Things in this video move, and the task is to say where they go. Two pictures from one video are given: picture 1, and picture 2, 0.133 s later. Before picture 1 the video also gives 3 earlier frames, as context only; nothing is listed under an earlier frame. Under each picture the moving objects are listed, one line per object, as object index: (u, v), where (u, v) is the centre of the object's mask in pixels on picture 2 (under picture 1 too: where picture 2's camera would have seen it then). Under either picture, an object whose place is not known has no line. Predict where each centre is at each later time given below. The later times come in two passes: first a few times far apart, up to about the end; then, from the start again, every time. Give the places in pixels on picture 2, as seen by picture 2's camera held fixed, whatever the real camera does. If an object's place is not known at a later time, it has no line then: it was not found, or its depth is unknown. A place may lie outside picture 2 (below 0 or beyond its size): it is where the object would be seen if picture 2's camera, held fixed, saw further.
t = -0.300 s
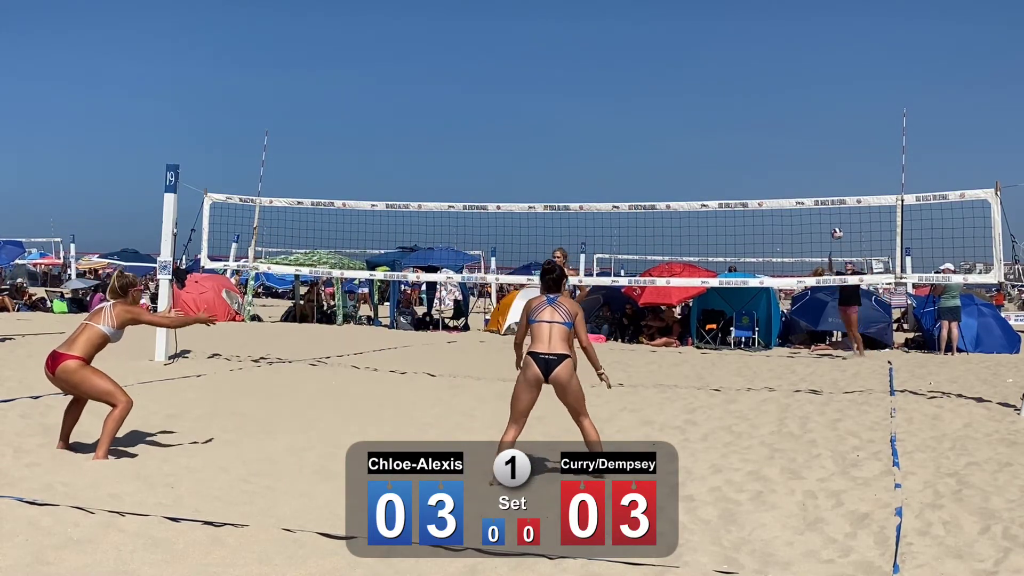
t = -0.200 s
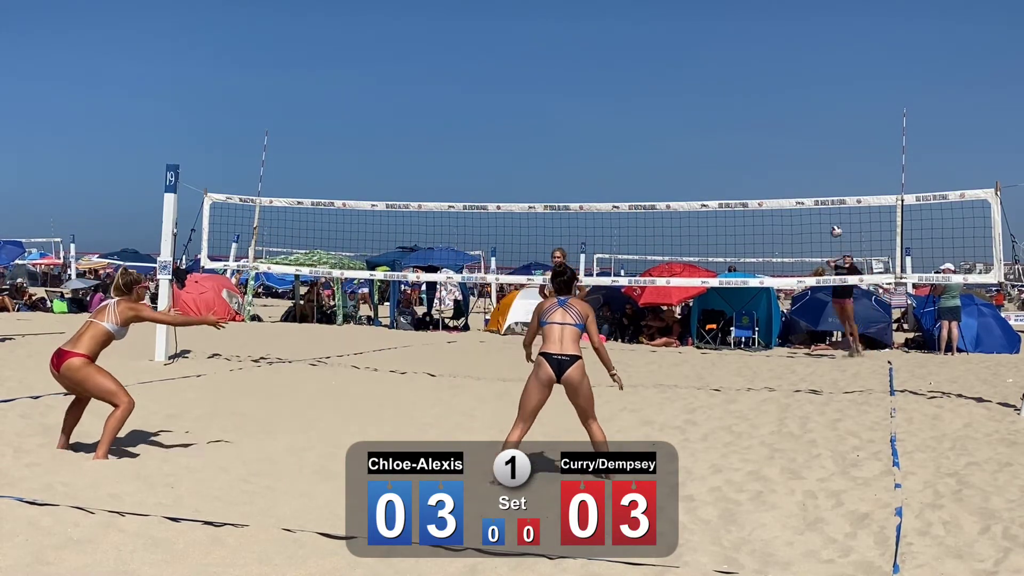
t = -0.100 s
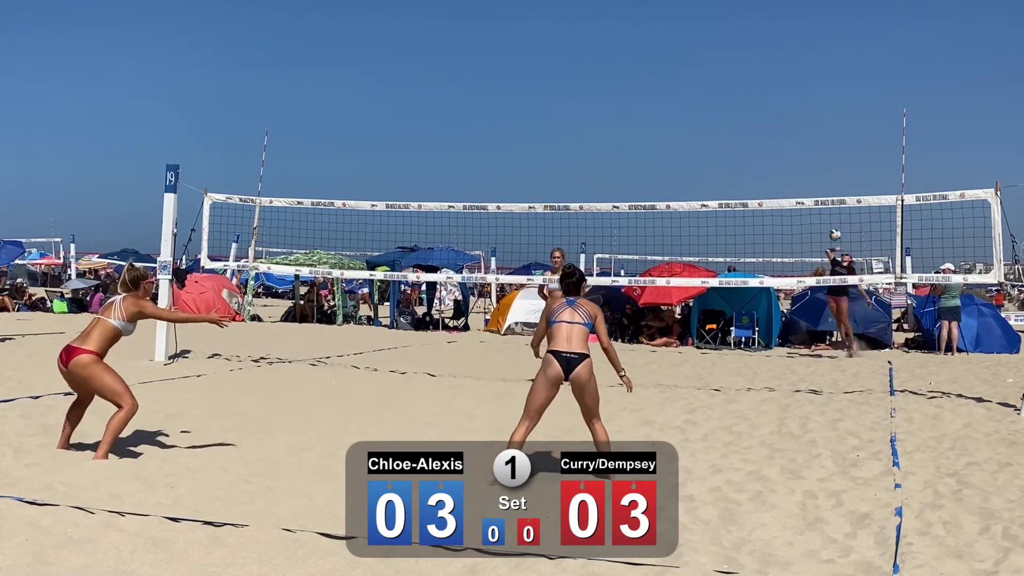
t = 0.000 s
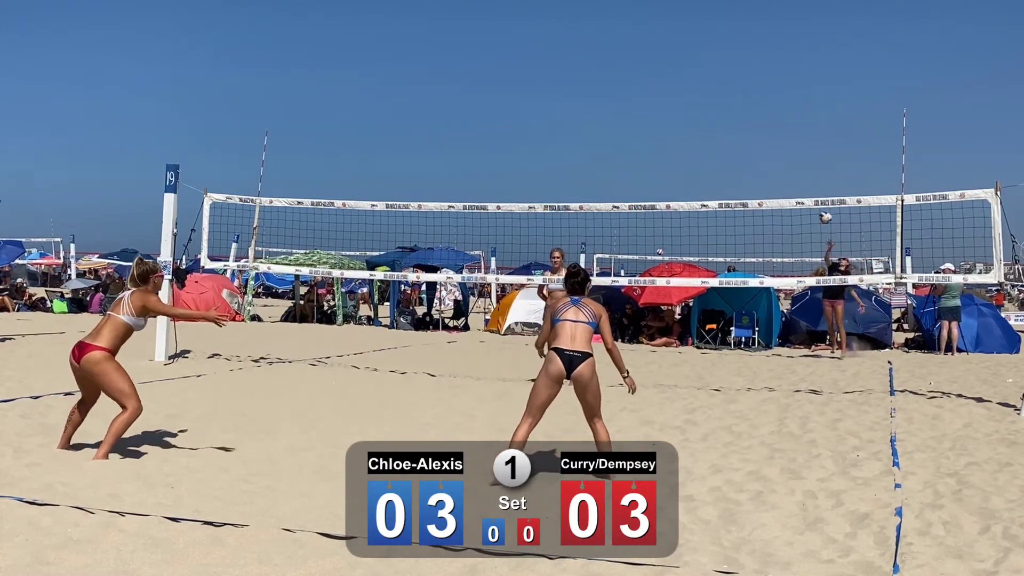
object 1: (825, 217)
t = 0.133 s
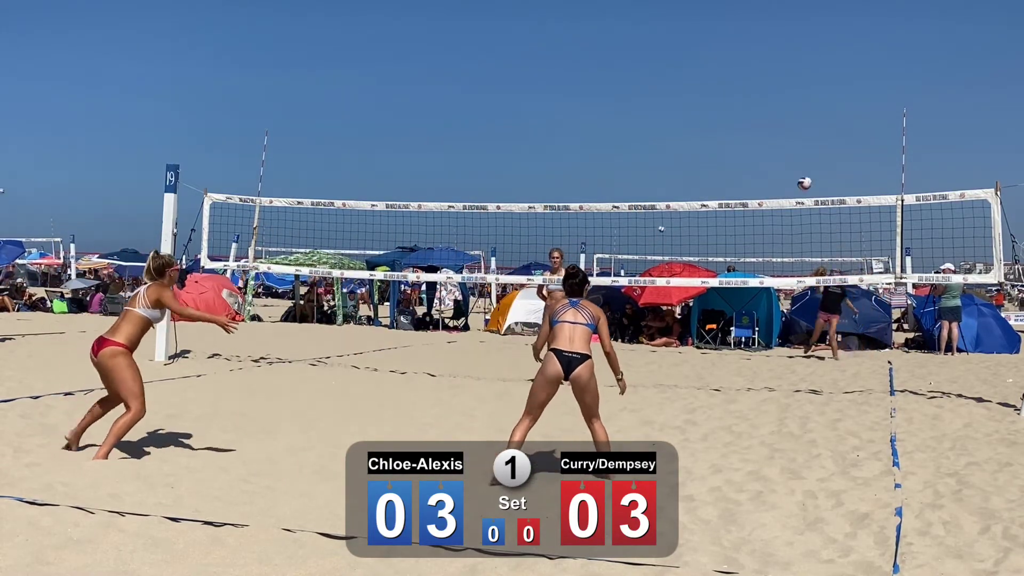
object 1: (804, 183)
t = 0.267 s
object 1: (781, 155)
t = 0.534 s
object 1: (727, 117)
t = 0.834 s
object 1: (647, 137)
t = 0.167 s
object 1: (799, 176)
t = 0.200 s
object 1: (793, 168)
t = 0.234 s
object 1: (787, 161)
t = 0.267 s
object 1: (781, 155)
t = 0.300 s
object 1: (775, 148)
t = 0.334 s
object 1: (769, 143)
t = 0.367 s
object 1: (763, 137)
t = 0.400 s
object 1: (756, 132)
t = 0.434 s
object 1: (749, 127)
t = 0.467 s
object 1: (742, 123)
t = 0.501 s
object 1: (735, 120)
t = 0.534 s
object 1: (727, 117)
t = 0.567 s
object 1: (719, 115)
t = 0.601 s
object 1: (711, 114)
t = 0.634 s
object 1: (703, 113)
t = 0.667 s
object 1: (695, 114)
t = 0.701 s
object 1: (686, 116)
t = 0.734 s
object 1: (676, 119)
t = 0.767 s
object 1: (667, 123)
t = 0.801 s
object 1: (658, 129)
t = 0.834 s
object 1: (647, 137)
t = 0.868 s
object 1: (637, 146)
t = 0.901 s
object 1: (626, 157)
